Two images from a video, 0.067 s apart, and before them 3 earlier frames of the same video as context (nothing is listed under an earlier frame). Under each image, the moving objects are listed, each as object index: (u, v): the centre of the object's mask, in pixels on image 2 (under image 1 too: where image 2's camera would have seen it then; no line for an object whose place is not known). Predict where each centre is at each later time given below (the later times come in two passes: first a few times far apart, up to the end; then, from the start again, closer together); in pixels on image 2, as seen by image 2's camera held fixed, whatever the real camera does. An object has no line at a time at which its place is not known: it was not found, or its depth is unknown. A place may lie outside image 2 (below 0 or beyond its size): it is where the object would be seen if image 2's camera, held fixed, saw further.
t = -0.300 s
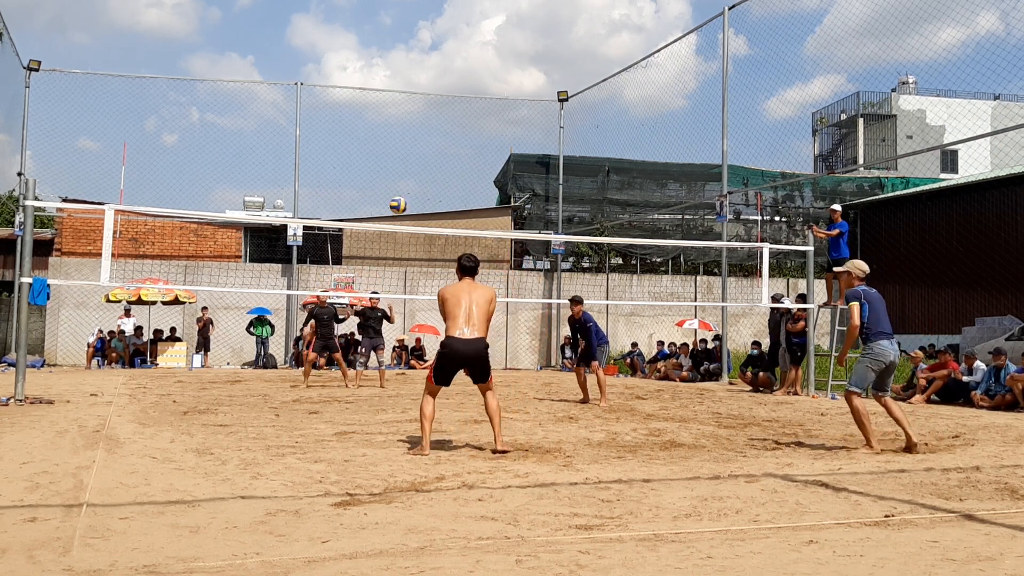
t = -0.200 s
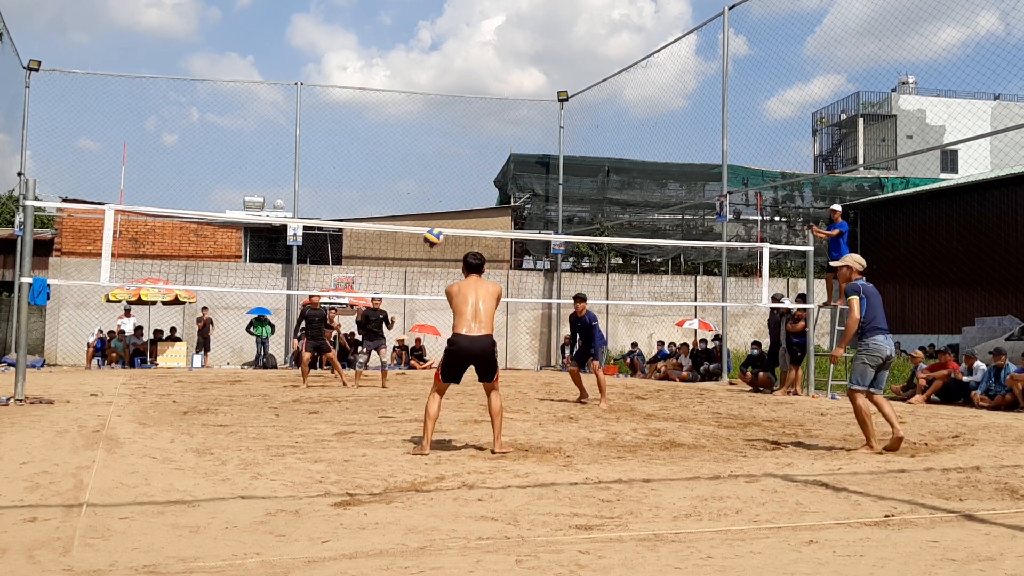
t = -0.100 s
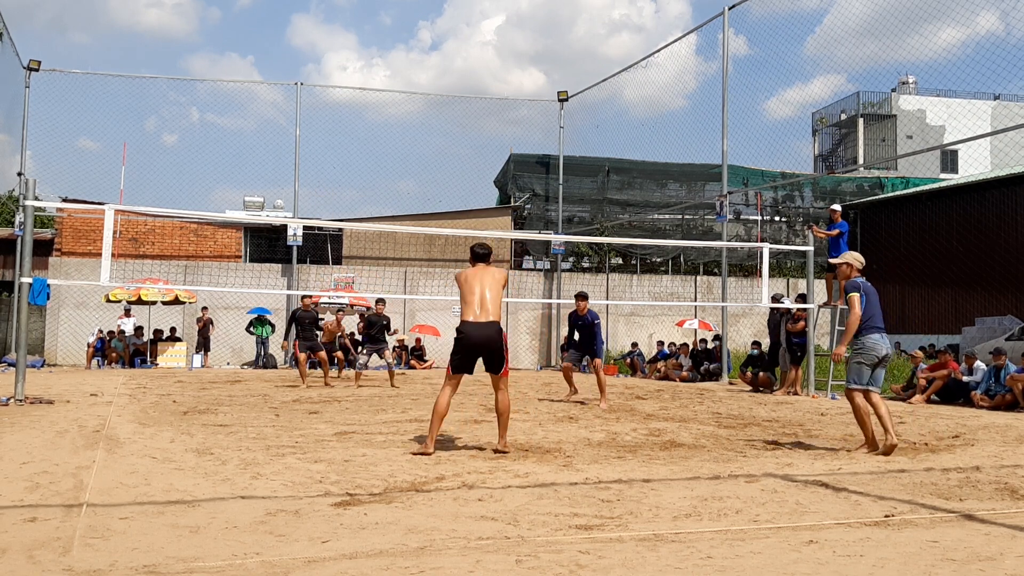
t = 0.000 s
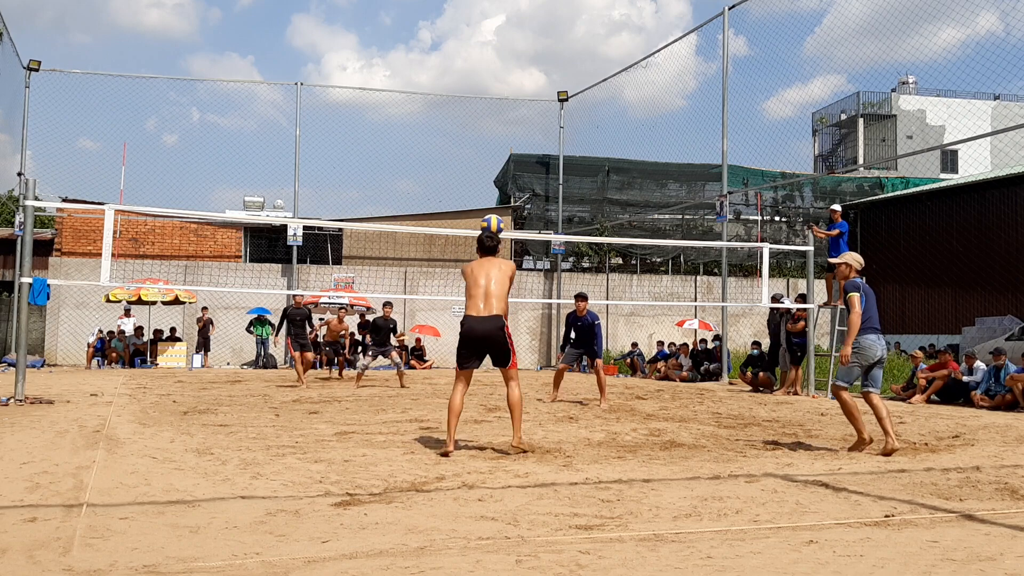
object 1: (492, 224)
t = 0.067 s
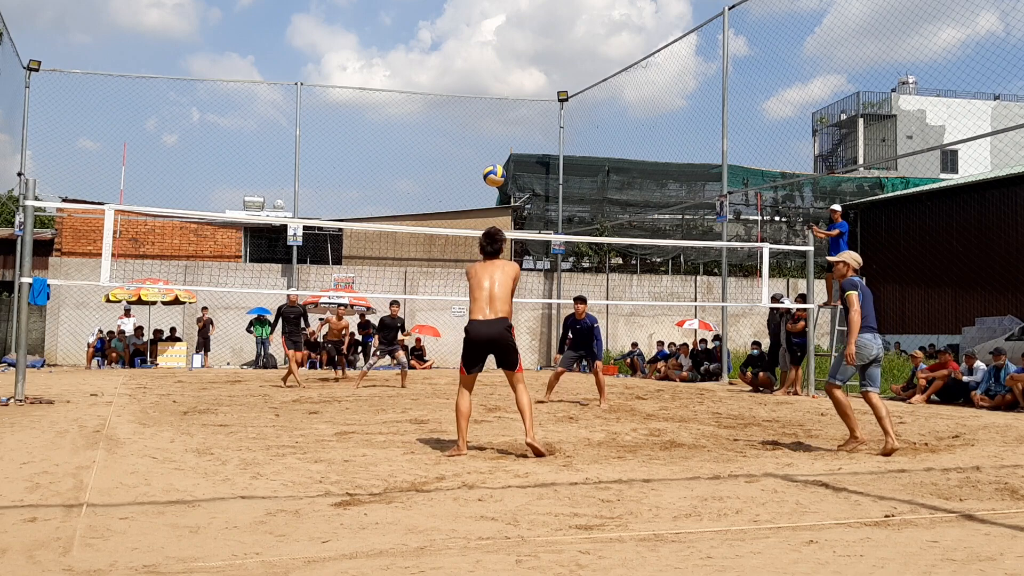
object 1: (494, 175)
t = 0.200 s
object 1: (499, 93)
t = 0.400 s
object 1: (505, 14)
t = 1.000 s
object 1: (520, 11)
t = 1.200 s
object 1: (524, 72)
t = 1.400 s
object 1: (527, 157)
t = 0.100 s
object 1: (495, 152)
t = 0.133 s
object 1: (496, 131)
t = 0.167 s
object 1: (498, 111)
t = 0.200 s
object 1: (499, 93)
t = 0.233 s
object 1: (499, 77)
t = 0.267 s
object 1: (500, 61)
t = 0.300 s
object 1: (502, 47)
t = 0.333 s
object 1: (503, 35)
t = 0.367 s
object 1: (504, 24)
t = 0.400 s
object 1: (505, 14)
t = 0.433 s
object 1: (506, 7)
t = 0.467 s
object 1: (507, 3)
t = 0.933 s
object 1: (519, 2)
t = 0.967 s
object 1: (520, 5)
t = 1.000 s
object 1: (520, 11)
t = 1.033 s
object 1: (521, 20)
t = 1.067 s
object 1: (521, 29)
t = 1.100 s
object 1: (522, 38)
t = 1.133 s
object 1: (523, 49)
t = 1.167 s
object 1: (524, 60)
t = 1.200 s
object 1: (524, 72)
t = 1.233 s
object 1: (525, 85)
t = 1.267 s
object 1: (525, 98)
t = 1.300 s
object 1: (526, 112)
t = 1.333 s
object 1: (526, 126)
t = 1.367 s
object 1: (527, 141)
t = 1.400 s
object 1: (527, 157)
